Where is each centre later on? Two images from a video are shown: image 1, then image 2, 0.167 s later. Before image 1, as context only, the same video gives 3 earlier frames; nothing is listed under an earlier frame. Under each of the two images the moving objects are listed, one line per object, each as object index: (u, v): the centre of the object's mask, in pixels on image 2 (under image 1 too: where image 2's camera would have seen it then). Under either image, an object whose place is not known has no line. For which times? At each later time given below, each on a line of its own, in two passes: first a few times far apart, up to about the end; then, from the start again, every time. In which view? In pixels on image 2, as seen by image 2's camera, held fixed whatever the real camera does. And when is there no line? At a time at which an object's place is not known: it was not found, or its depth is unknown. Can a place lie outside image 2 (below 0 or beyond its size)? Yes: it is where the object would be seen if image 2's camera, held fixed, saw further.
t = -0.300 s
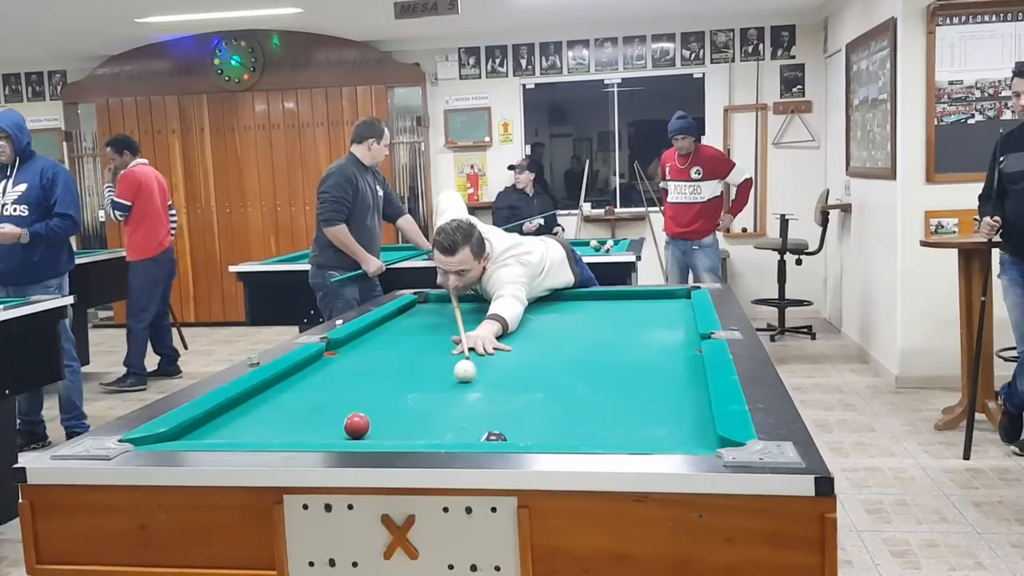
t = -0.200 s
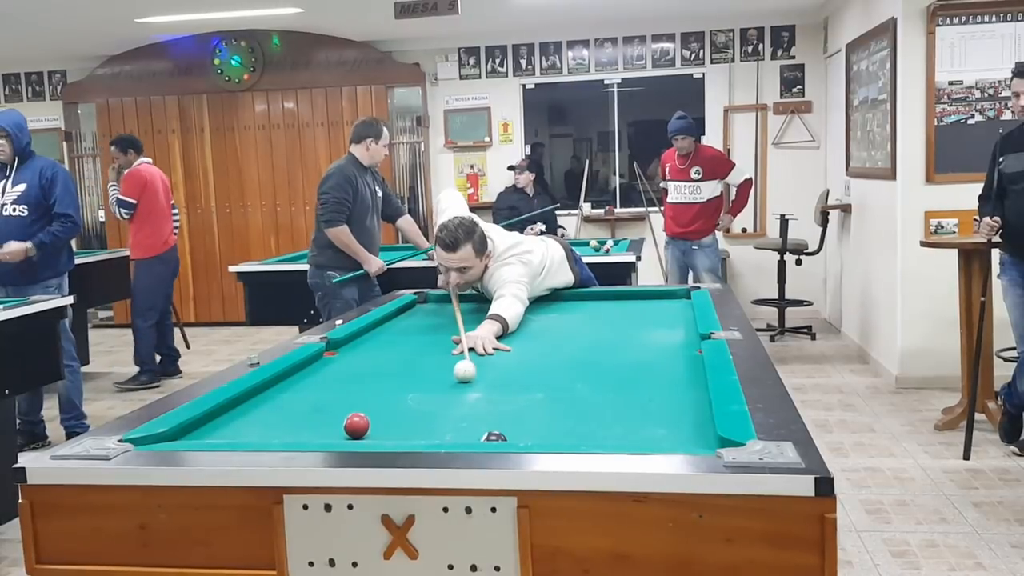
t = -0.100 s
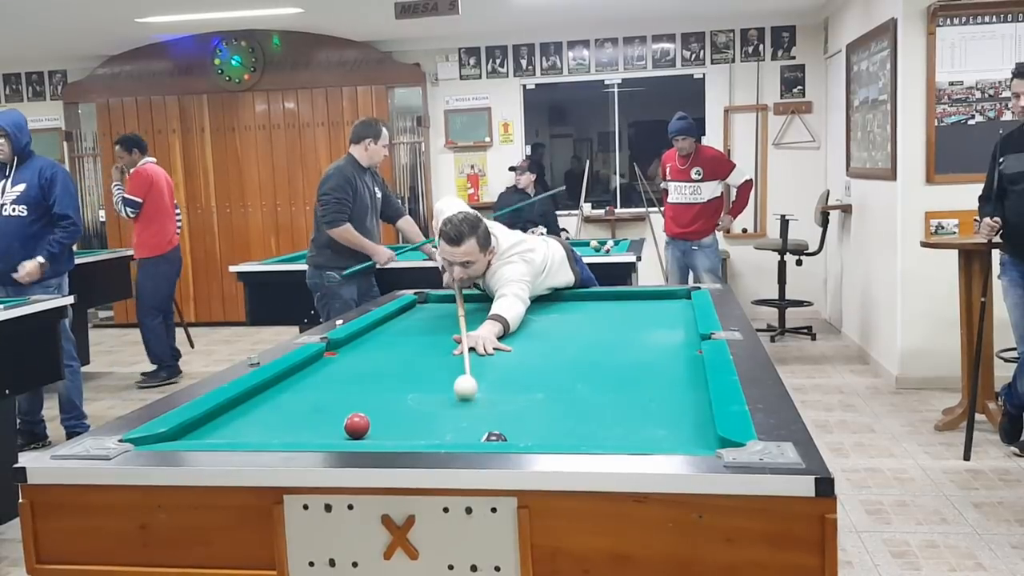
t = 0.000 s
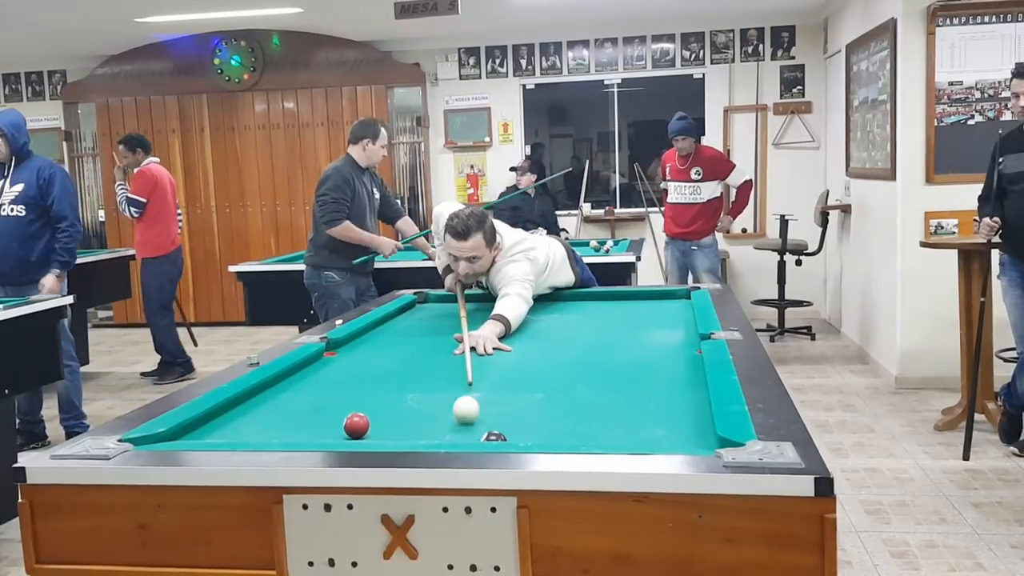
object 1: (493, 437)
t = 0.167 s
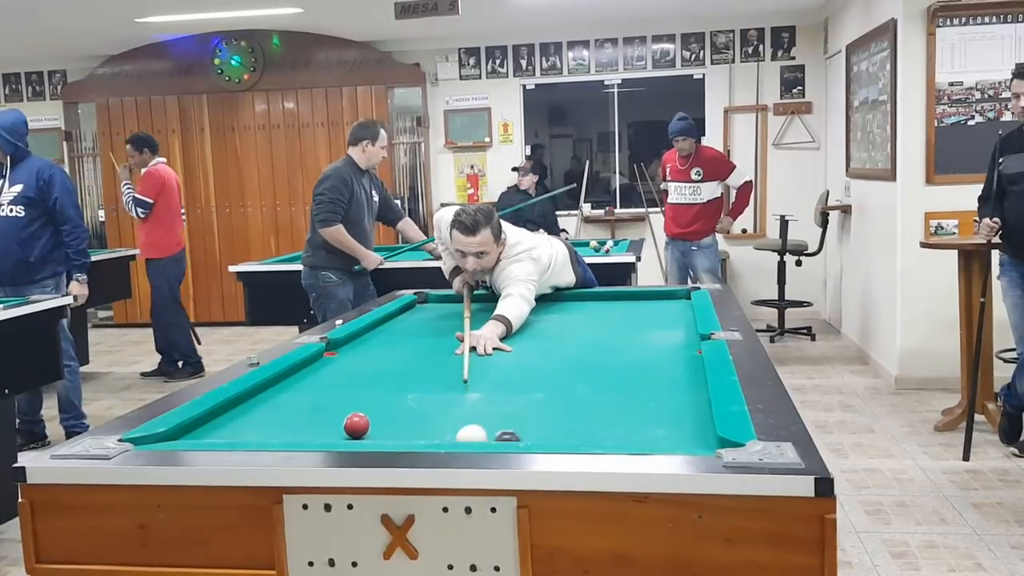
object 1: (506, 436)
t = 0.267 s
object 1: (535, 435)
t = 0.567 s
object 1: (609, 430)
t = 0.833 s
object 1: (669, 425)
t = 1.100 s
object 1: (685, 418)
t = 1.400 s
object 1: (648, 413)
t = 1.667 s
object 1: (622, 408)
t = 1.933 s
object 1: (600, 404)
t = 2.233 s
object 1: (580, 401)
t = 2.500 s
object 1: (566, 399)
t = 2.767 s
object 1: (555, 398)
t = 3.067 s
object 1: (548, 397)
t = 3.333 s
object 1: (546, 396)
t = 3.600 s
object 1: (546, 396)
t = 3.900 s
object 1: (546, 396)
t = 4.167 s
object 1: (546, 396)
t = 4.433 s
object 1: (546, 396)
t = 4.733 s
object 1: (546, 397)
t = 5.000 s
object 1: (546, 396)
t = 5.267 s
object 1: (546, 397)
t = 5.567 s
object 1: (546, 397)
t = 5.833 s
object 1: (546, 397)
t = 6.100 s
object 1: (546, 397)
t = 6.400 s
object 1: (546, 396)
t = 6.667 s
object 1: (546, 396)
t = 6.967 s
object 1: (546, 396)
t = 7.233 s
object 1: (546, 396)
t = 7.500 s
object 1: (546, 396)
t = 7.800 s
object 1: (546, 396)
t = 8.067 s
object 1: (546, 396)
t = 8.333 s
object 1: (546, 396)
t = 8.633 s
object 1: (546, 396)
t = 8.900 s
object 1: (546, 396)
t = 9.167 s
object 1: (546, 397)
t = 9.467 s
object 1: (546, 397)
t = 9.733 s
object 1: (546, 396)
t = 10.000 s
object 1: (546, 396)
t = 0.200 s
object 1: (517, 436)
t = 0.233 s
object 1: (526, 435)
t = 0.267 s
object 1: (535, 435)
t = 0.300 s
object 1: (544, 434)
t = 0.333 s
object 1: (552, 434)
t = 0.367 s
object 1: (561, 434)
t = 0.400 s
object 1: (569, 433)
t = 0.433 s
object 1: (577, 432)
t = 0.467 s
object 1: (586, 432)
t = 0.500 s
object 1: (595, 431)
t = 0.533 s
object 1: (602, 431)
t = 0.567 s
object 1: (609, 430)
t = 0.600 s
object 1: (617, 430)
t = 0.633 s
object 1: (625, 430)
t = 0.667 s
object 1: (633, 429)
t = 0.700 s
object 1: (640, 428)
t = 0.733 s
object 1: (647, 427)
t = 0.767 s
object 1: (655, 426)
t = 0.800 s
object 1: (662, 426)
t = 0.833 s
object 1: (669, 425)
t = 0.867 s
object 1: (675, 424)
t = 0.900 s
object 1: (682, 423)
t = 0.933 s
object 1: (689, 423)
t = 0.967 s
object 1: (696, 422)
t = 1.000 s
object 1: (699, 421)
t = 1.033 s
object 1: (694, 420)
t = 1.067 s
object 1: (690, 419)
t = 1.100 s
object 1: (685, 418)
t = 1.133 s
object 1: (680, 418)
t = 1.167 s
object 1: (676, 417)
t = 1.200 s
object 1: (672, 416)
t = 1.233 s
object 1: (668, 416)
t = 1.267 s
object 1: (663, 415)
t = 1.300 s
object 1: (660, 414)
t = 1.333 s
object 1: (656, 414)
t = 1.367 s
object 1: (652, 413)
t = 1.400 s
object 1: (648, 413)
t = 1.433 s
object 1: (645, 412)
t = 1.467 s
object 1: (641, 411)
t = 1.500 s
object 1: (638, 411)
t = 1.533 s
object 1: (634, 410)
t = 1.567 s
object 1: (631, 409)
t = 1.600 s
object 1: (628, 409)
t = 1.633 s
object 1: (625, 408)
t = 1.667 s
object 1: (622, 408)
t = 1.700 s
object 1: (619, 408)
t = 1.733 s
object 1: (616, 407)
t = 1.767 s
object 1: (613, 407)
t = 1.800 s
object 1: (610, 406)
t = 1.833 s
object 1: (607, 406)
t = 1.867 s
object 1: (605, 405)
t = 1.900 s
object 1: (602, 405)
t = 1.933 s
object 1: (600, 404)
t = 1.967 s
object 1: (597, 404)
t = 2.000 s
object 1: (595, 403)
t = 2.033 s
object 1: (592, 403)
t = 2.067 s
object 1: (590, 403)
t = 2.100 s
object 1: (588, 403)
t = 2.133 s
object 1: (586, 402)
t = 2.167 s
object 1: (584, 402)
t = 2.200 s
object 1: (582, 402)
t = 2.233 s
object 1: (580, 401)
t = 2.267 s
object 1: (578, 401)
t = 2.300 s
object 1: (576, 400)
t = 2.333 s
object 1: (574, 400)
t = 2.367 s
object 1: (572, 400)
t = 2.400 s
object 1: (571, 400)
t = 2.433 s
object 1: (569, 399)
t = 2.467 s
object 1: (567, 399)
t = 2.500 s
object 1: (566, 399)
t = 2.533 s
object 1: (564, 399)
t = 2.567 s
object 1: (563, 399)
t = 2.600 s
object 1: (561, 398)
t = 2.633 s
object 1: (560, 398)
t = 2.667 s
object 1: (559, 398)
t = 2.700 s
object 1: (558, 398)
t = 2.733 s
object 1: (556, 398)
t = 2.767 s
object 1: (555, 398)
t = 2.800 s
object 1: (554, 397)
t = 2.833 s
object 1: (553, 397)
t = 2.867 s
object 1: (552, 397)
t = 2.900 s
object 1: (551, 397)
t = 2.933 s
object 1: (551, 397)
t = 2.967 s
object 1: (550, 397)
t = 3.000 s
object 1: (549, 397)
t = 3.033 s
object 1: (549, 396)
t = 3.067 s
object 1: (548, 397)
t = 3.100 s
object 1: (548, 397)
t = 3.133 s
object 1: (547, 396)
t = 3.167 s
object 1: (547, 396)
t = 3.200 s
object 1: (547, 396)
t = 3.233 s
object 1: (547, 396)
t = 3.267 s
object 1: (547, 396)
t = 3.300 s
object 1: (546, 396)
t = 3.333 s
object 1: (546, 396)
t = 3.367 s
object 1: (546, 396)
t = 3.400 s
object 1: (546, 396)
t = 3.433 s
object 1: (546, 396)
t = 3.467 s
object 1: (546, 396)
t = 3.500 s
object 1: (546, 396)
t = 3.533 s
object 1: (546, 396)
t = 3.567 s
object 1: (546, 396)
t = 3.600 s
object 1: (546, 396)
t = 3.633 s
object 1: (546, 396)
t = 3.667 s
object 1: (546, 396)
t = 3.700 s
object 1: (546, 396)
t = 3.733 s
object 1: (546, 396)
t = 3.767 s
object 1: (546, 396)
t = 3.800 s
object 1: (546, 396)
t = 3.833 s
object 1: (546, 396)
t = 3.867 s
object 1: (546, 396)
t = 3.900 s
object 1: (546, 396)
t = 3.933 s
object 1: (546, 396)
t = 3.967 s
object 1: (546, 396)
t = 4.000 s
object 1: (546, 396)
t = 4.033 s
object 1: (546, 396)
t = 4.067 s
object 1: (546, 396)
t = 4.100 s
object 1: (546, 396)
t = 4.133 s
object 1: (546, 396)
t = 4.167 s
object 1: (546, 396)
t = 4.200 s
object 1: (546, 396)
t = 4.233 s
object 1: (546, 396)
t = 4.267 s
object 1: (546, 396)
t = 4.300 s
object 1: (546, 396)
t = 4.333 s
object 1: (546, 396)
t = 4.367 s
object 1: (546, 396)
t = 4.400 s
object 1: (546, 396)
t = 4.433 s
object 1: (546, 396)
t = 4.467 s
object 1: (546, 396)
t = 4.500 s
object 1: (546, 397)
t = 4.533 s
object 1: (546, 396)
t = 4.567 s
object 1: (546, 396)
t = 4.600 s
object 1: (546, 396)
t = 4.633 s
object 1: (546, 396)
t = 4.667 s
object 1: (546, 396)
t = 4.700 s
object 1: (546, 397)
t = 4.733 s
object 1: (546, 397)
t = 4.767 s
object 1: (546, 397)
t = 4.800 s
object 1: (546, 397)
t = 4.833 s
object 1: (546, 397)
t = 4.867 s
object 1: (546, 397)
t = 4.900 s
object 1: (546, 397)
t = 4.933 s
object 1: (546, 397)
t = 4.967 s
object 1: (546, 397)
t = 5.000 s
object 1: (546, 396)
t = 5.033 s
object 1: (546, 397)
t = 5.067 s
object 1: (546, 397)
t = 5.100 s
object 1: (546, 397)
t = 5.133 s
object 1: (546, 396)
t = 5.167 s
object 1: (546, 397)
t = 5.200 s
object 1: (546, 397)
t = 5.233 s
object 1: (546, 397)
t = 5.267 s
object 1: (546, 397)
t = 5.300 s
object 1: (546, 396)
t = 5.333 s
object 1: (546, 397)
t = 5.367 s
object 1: (546, 397)
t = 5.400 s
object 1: (546, 397)
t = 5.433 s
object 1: (546, 397)
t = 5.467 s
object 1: (546, 397)
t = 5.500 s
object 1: (546, 397)
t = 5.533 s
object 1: (546, 396)
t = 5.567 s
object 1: (546, 397)
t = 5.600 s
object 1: (546, 397)
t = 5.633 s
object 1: (546, 397)
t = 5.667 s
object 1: (546, 396)
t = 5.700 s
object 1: (546, 397)
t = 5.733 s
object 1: (546, 396)
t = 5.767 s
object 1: (546, 397)
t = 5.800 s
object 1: (546, 396)
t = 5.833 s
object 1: (546, 397)
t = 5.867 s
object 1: (546, 397)
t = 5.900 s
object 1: (546, 396)
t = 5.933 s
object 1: (546, 397)
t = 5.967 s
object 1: (546, 397)
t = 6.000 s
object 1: (546, 396)
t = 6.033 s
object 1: (546, 397)
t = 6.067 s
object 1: (546, 397)
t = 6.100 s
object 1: (546, 397)
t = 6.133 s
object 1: (546, 397)
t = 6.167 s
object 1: (546, 396)
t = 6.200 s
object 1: (546, 397)
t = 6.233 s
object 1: (546, 397)
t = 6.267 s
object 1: (546, 397)
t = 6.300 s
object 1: (546, 397)
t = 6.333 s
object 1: (546, 396)
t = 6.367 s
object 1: (546, 397)
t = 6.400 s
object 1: (546, 396)
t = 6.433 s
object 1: (546, 397)
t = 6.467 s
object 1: (546, 396)
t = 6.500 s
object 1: (546, 396)
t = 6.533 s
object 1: (546, 396)
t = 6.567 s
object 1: (546, 396)
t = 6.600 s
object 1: (546, 396)
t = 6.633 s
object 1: (546, 396)
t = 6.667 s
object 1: (546, 396)
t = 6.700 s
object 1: (546, 396)
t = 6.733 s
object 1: (546, 396)
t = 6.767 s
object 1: (546, 396)
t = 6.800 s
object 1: (546, 396)
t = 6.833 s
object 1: (546, 396)
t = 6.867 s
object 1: (546, 396)
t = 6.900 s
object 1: (546, 396)
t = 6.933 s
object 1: (546, 396)
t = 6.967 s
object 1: (546, 396)
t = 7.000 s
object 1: (546, 396)
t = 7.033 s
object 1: (546, 396)
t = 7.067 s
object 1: (546, 396)
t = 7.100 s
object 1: (546, 396)
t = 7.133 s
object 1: (546, 396)
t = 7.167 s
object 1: (546, 396)
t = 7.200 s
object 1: (546, 396)
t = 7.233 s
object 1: (546, 396)
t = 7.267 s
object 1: (546, 396)
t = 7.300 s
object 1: (546, 396)
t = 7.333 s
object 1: (546, 396)
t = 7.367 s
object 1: (546, 396)
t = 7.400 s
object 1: (546, 396)
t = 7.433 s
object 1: (546, 396)
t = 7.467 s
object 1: (546, 396)
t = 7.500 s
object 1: (546, 396)
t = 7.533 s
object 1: (546, 396)
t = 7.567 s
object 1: (546, 396)
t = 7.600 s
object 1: (546, 396)
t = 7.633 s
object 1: (546, 396)
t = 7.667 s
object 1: (546, 396)
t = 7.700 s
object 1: (546, 396)
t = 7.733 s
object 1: (546, 396)
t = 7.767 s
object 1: (546, 396)
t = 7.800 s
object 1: (546, 396)
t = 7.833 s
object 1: (546, 396)
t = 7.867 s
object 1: (546, 396)
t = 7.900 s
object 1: (546, 396)
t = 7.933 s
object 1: (546, 396)
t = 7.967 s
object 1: (546, 396)
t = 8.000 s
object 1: (546, 396)
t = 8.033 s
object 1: (546, 396)
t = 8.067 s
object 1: (546, 396)
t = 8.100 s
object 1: (546, 396)
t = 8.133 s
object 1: (546, 396)
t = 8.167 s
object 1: (546, 396)
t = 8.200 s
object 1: (546, 396)
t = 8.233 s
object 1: (546, 396)
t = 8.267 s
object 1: (546, 396)
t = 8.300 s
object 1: (546, 396)
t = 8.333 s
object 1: (546, 396)
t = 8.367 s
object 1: (546, 396)
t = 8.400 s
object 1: (546, 397)
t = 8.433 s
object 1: (546, 397)
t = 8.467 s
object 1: (546, 396)
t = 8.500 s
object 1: (546, 396)
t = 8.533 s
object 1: (546, 396)
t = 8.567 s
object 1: (546, 396)
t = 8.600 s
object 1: (546, 396)
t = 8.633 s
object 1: (546, 396)
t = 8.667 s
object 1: (546, 396)
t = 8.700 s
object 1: (546, 397)
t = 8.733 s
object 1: (546, 397)
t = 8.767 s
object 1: (546, 397)
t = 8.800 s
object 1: (546, 396)
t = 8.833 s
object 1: (546, 396)
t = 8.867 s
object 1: (546, 396)
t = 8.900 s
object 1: (546, 396)
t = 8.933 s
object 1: (546, 397)
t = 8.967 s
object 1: (546, 397)
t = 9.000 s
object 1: (546, 397)
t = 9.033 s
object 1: (546, 396)
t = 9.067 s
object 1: (546, 396)
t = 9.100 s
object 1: (546, 396)
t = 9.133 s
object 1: (546, 396)
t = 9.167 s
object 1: (546, 397)
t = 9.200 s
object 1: (546, 396)
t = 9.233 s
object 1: (546, 397)
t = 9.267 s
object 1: (546, 396)
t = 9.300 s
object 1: (546, 397)
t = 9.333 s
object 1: (546, 397)
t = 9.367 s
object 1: (546, 397)
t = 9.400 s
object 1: (546, 396)
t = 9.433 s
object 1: (546, 396)
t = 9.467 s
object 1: (546, 397)
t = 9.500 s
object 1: (546, 397)
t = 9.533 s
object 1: (546, 396)
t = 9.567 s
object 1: (546, 397)
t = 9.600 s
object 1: (546, 397)
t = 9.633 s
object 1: (546, 397)
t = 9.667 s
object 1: (546, 397)
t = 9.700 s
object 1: (546, 396)
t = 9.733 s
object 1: (546, 396)
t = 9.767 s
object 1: (546, 396)
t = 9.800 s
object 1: (546, 396)
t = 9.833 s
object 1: (546, 396)
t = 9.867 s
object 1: (546, 396)
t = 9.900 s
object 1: (546, 396)
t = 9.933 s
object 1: (546, 396)
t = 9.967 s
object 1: (546, 396)
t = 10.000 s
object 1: (546, 396)
